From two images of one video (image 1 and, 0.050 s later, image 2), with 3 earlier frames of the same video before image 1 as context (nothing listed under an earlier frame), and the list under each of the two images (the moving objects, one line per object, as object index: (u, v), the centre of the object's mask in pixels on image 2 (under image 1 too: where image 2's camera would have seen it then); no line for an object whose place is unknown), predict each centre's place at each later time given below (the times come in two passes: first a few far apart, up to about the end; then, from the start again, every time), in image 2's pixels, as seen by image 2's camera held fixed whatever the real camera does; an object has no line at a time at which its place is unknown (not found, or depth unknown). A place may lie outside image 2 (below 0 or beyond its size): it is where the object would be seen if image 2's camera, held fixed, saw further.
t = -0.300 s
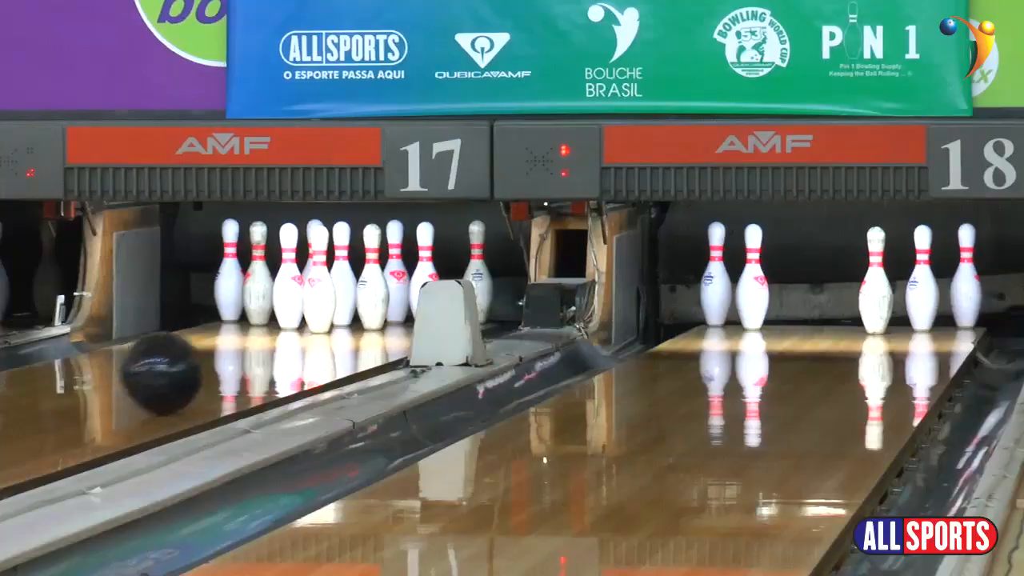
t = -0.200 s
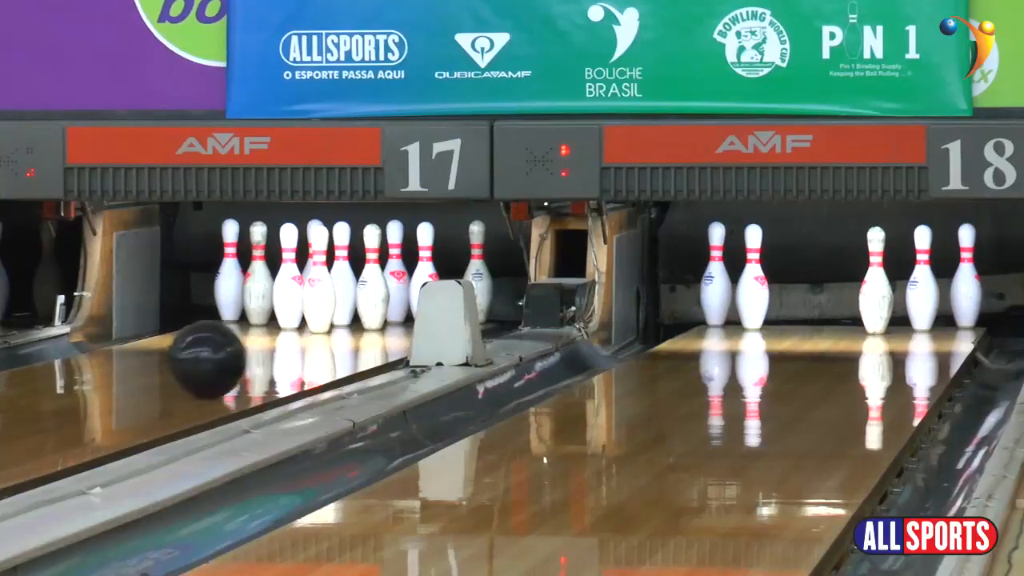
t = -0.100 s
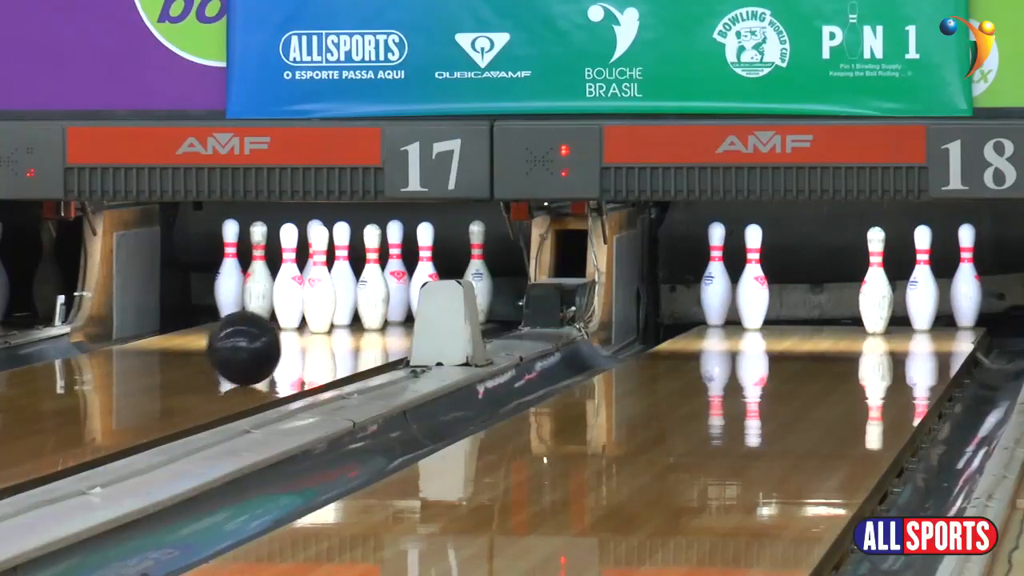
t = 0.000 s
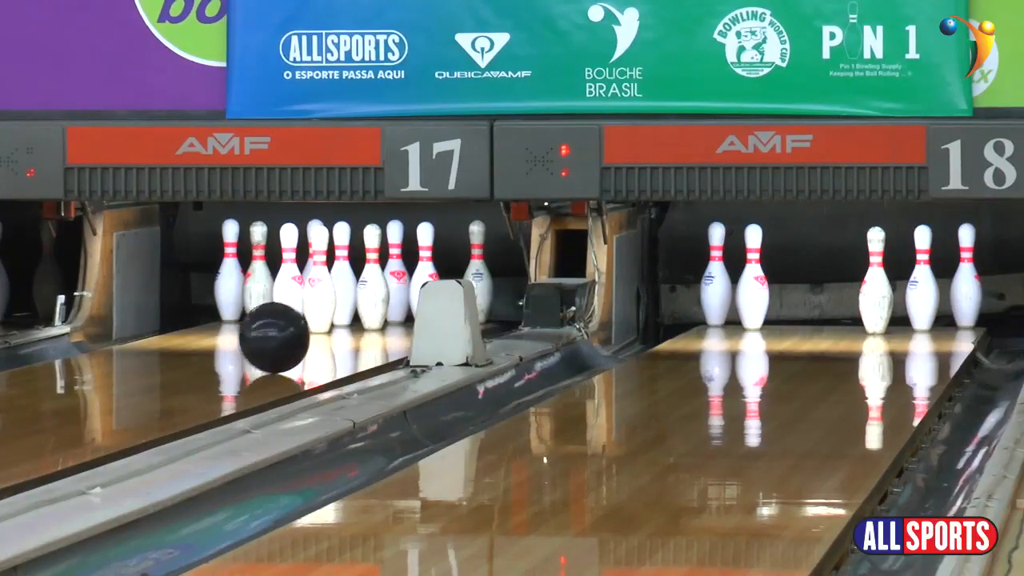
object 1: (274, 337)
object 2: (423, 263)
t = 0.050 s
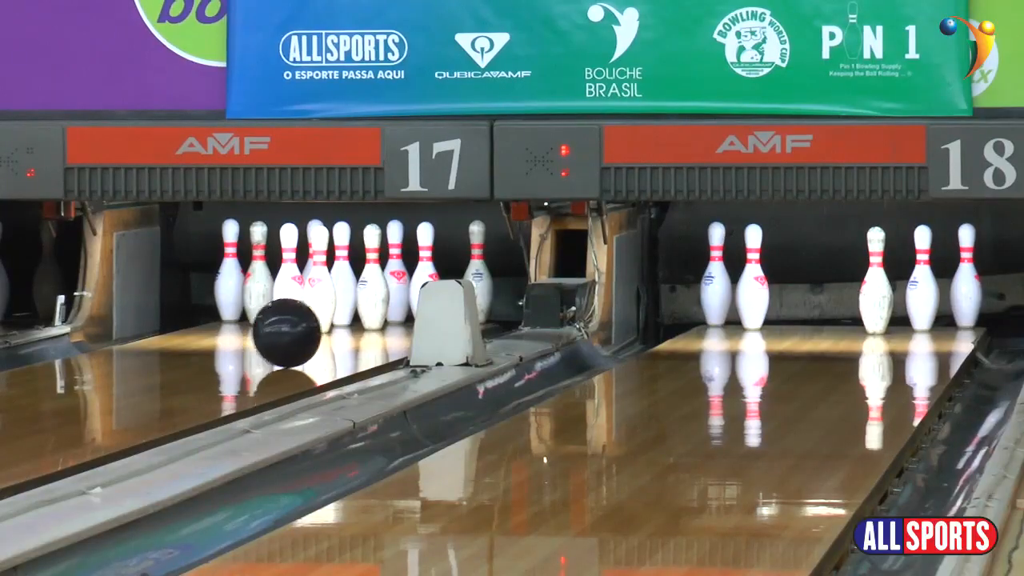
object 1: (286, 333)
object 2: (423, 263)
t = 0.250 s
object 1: (324, 316)
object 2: (423, 263)
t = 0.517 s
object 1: (372, 299)
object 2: (429, 257)
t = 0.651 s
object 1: (400, 290)
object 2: (458, 254)
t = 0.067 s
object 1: (290, 331)
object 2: (423, 263)
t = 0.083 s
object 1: (294, 330)
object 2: (423, 264)
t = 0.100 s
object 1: (298, 328)
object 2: (423, 263)
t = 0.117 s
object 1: (301, 327)
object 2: (423, 263)
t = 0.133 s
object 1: (304, 326)
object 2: (423, 264)
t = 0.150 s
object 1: (308, 324)
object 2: (423, 263)
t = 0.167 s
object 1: (311, 323)
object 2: (423, 264)
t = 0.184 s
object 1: (314, 322)
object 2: (423, 263)
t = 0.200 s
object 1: (316, 320)
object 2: (423, 264)
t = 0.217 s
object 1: (319, 319)
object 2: (423, 263)
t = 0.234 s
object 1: (321, 317)
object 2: (423, 263)
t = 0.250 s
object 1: (324, 316)
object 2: (423, 263)
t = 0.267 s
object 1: (326, 315)
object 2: (423, 263)
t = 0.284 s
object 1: (328, 314)
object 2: (423, 264)
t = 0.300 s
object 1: (331, 312)
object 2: (423, 263)
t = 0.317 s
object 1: (333, 311)
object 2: (423, 264)
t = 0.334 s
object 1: (335, 310)
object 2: (423, 264)
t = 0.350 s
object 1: (337, 308)
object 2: (423, 263)
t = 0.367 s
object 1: (339, 307)
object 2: (423, 264)
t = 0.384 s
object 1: (341, 306)
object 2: (423, 263)
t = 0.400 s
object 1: (344, 305)
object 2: (423, 264)
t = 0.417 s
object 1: (348, 303)
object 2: (423, 264)
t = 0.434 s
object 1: (354, 303)
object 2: (423, 264)
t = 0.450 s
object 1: (360, 302)
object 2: (423, 263)
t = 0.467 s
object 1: (364, 302)
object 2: (423, 263)
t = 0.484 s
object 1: (366, 301)
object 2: (423, 263)
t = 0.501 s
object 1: (369, 300)
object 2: (425, 260)
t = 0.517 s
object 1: (372, 299)
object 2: (429, 257)
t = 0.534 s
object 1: (376, 298)
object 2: (433, 255)
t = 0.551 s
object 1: (378, 298)
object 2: (437, 253)
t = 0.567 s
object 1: (380, 297)
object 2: (441, 253)
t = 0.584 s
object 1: (389, 297)
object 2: (444, 252)
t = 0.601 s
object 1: (392, 295)
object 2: (449, 254)
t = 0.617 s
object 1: (392, 295)
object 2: (451, 253)
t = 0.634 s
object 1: (394, 294)
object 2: (455, 254)
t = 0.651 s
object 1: (400, 290)
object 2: (458, 254)
